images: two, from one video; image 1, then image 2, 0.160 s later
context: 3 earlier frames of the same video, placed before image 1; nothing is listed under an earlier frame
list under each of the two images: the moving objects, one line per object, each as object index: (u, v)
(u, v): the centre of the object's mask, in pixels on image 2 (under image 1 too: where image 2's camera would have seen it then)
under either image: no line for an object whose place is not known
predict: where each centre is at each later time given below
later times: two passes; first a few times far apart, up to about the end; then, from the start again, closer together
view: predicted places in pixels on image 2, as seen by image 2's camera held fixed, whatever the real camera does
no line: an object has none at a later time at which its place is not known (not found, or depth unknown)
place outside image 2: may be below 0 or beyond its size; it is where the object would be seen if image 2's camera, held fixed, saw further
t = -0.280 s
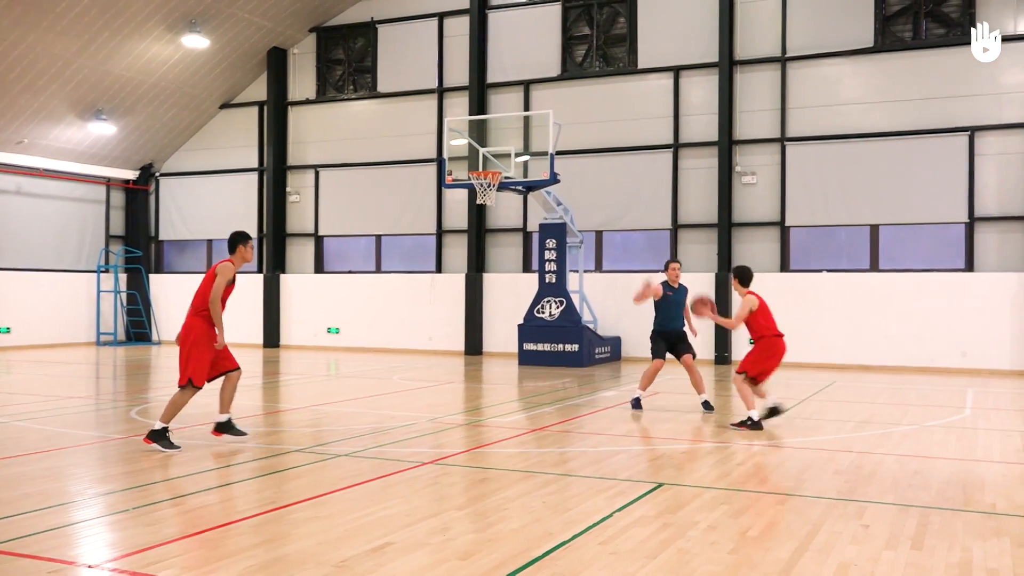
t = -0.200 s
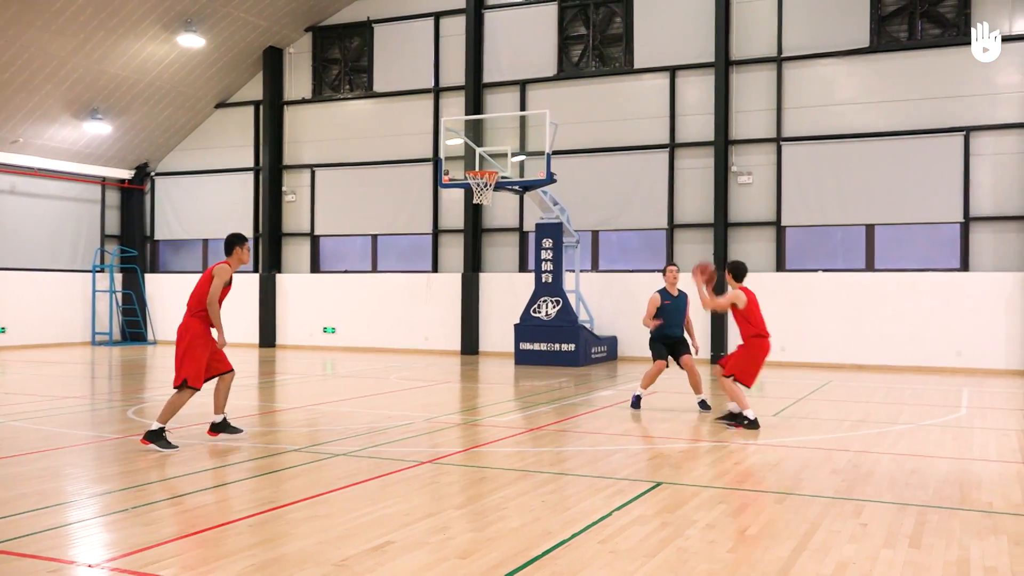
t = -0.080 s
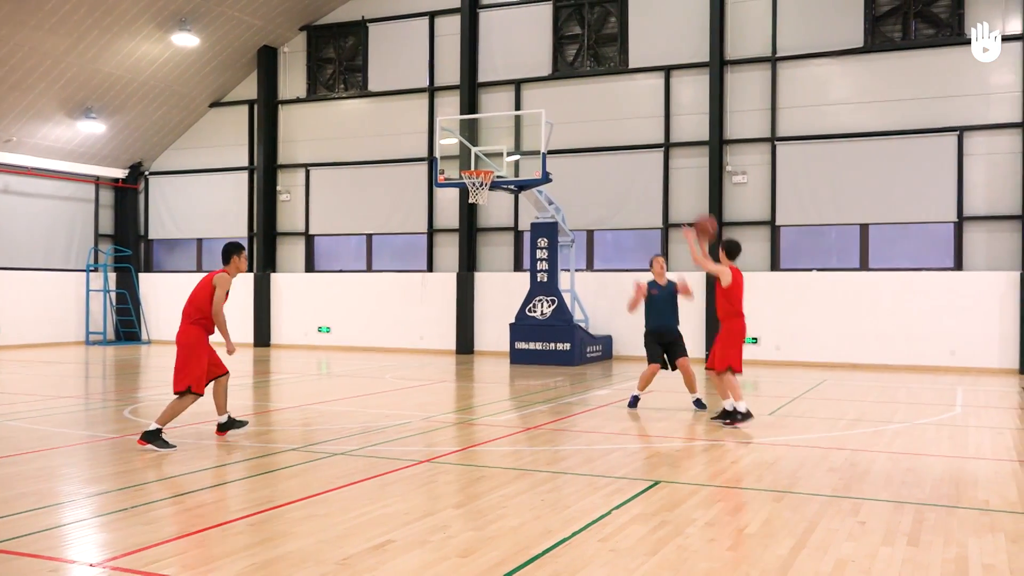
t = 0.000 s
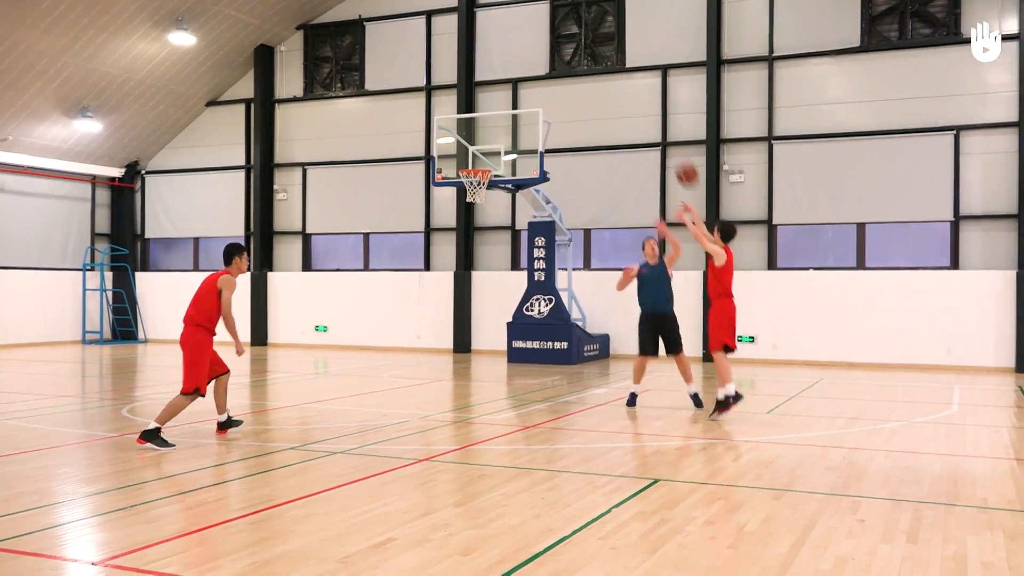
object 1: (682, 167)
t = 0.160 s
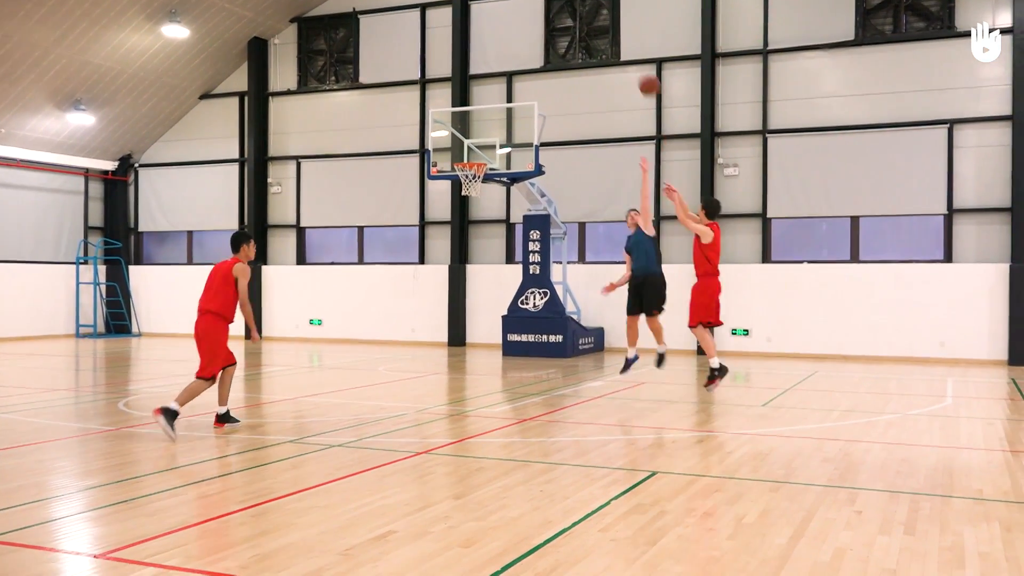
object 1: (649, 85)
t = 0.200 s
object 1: (642, 69)
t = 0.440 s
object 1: (599, 9)
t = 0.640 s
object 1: (569, -2)
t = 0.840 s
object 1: (541, 18)
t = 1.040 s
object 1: (515, 62)
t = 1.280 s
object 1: (488, 143)
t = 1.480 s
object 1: (483, 128)
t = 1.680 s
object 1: (478, 113)
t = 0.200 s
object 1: (642, 69)
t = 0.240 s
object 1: (635, 54)
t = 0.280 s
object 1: (626, 42)
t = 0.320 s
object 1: (619, 32)
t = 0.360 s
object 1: (612, 23)
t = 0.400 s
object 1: (606, 15)
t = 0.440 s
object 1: (599, 9)
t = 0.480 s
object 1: (593, 5)
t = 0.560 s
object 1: (581, 0)
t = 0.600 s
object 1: (574, -1)
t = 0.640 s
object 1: (569, -2)
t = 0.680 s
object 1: (563, 0)
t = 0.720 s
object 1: (558, 3)
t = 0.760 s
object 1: (552, 7)
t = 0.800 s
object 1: (546, 11)
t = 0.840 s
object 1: (541, 18)
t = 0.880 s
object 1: (536, 24)
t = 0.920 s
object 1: (530, 33)
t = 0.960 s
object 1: (525, 42)
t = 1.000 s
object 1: (520, 51)
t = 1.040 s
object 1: (515, 62)
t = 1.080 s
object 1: (510, 74)
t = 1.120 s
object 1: (505, 86)
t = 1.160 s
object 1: (502, 99)
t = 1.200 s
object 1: (496, 114)
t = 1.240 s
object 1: (492, 128)
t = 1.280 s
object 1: (488, 143)
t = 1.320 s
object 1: (484, 157)
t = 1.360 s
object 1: (486, 149)
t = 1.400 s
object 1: (485, 142)
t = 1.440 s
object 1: (484, 134)
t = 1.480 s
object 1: (483, 128)
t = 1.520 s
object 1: (481, 123)
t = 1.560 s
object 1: (481, 119)
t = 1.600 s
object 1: (480, 116)
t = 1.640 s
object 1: (479, 114)
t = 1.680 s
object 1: (478, 113)
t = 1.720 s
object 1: (477, 113)
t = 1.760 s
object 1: (476, 114)
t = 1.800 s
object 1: (475, 116)
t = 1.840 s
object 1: (474, 119)
